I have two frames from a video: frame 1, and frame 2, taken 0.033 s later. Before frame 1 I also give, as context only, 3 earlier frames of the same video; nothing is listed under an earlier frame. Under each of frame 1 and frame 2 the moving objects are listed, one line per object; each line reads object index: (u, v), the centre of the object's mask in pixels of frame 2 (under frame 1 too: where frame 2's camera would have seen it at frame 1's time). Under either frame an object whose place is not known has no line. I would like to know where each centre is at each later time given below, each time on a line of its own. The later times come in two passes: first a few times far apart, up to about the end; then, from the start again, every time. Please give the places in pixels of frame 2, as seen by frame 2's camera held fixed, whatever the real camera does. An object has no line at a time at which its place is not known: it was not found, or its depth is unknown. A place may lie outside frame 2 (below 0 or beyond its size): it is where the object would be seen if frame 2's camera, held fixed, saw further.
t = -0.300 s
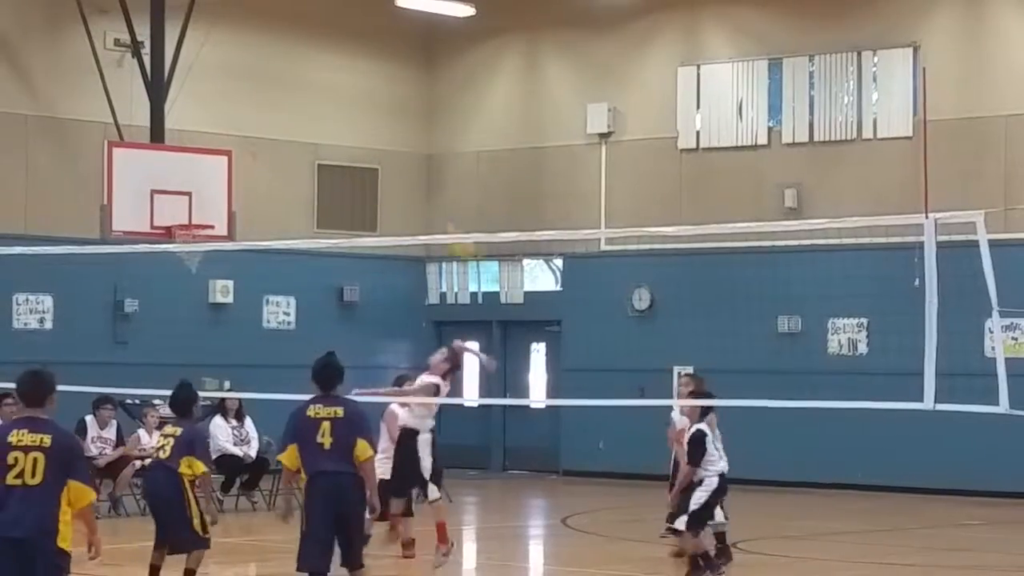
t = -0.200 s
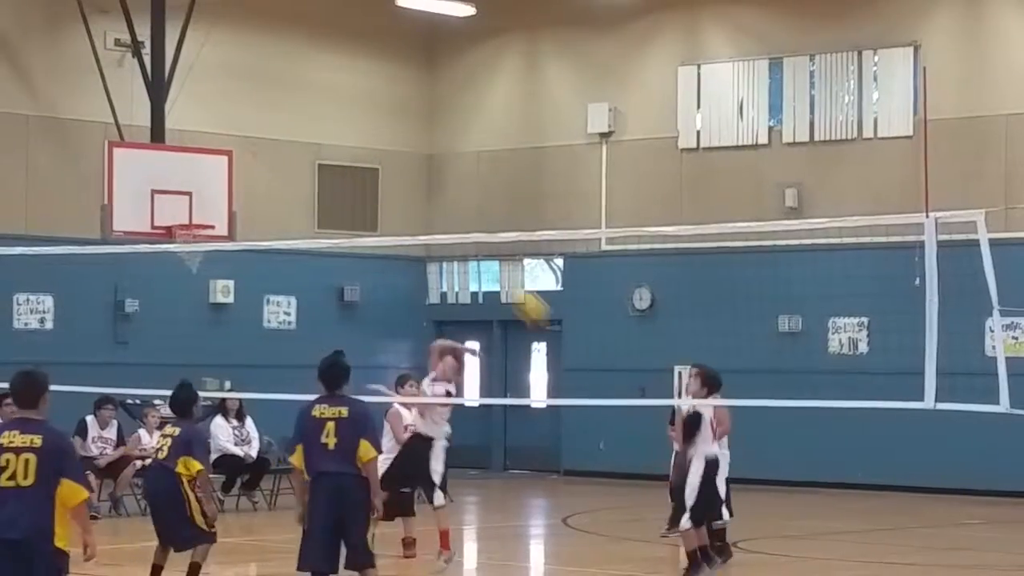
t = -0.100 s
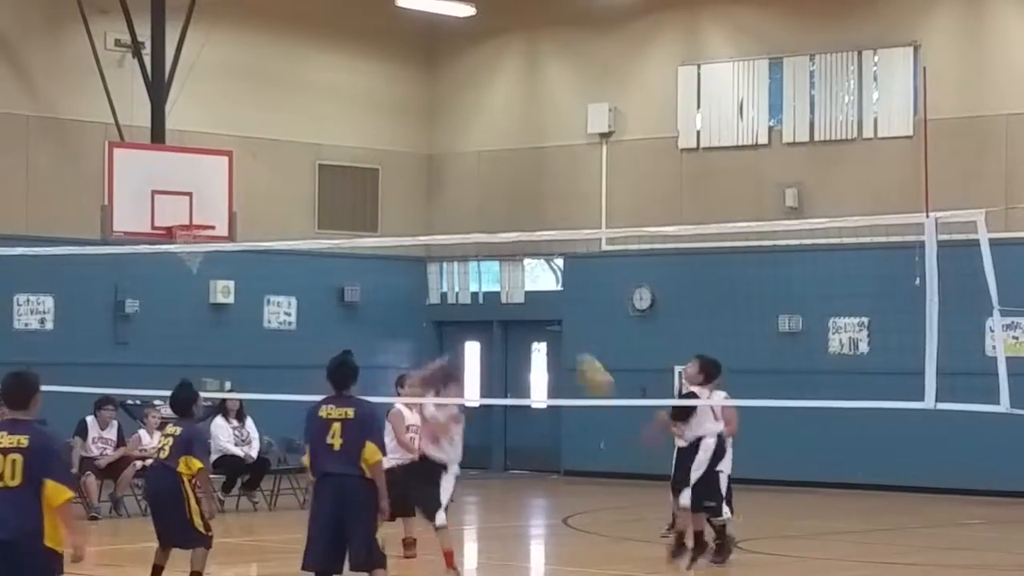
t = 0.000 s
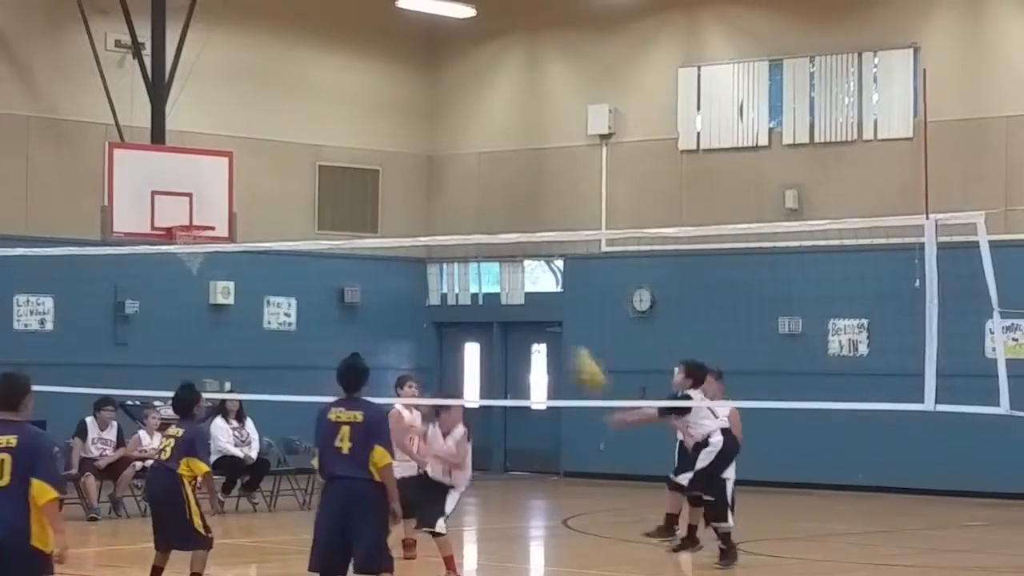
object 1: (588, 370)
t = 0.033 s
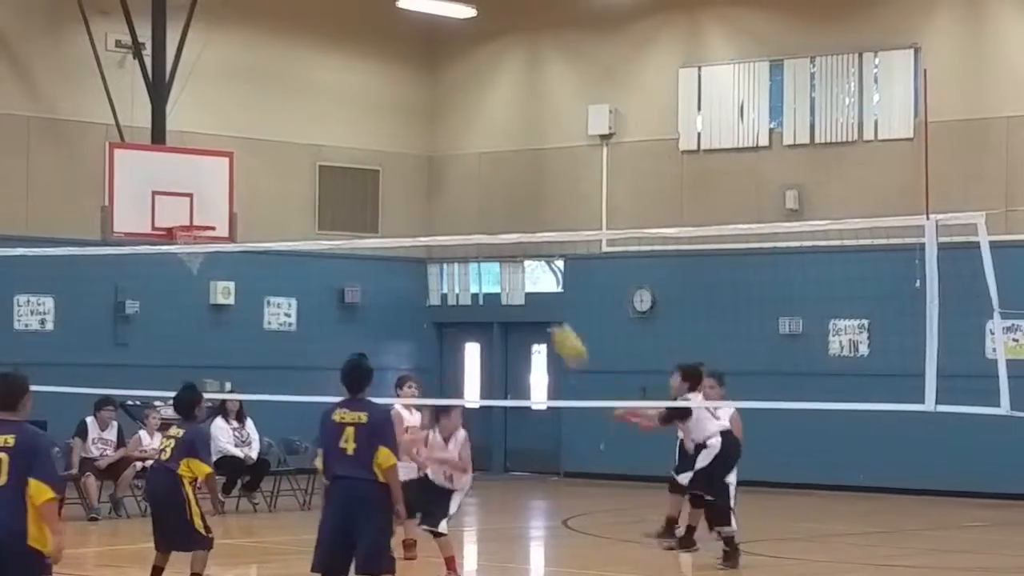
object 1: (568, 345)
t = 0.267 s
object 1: (433, 214)
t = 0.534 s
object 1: (291, 159)
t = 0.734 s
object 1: (192, 182)
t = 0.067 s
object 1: (547, 319)
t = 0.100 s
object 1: (533, 305)
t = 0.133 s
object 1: (507, 279)
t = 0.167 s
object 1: (490, 257)
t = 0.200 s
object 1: (469, 230)
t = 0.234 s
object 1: (450, 222)
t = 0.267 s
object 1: (433, 214)
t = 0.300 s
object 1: (412, 198)
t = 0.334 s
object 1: (395, 189)
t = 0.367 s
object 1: (378, 179)
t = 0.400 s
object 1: (361, 170)
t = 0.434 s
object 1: (343, 162)
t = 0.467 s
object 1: (326, 163)
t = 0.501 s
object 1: (309, 161)
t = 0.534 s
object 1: (291, 159)
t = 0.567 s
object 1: (273, 159)
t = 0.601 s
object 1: (254, 163)
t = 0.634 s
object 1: (242, 163)
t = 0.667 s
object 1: (227, 167)
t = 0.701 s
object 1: (208, 176)
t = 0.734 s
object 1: (192, 182)
